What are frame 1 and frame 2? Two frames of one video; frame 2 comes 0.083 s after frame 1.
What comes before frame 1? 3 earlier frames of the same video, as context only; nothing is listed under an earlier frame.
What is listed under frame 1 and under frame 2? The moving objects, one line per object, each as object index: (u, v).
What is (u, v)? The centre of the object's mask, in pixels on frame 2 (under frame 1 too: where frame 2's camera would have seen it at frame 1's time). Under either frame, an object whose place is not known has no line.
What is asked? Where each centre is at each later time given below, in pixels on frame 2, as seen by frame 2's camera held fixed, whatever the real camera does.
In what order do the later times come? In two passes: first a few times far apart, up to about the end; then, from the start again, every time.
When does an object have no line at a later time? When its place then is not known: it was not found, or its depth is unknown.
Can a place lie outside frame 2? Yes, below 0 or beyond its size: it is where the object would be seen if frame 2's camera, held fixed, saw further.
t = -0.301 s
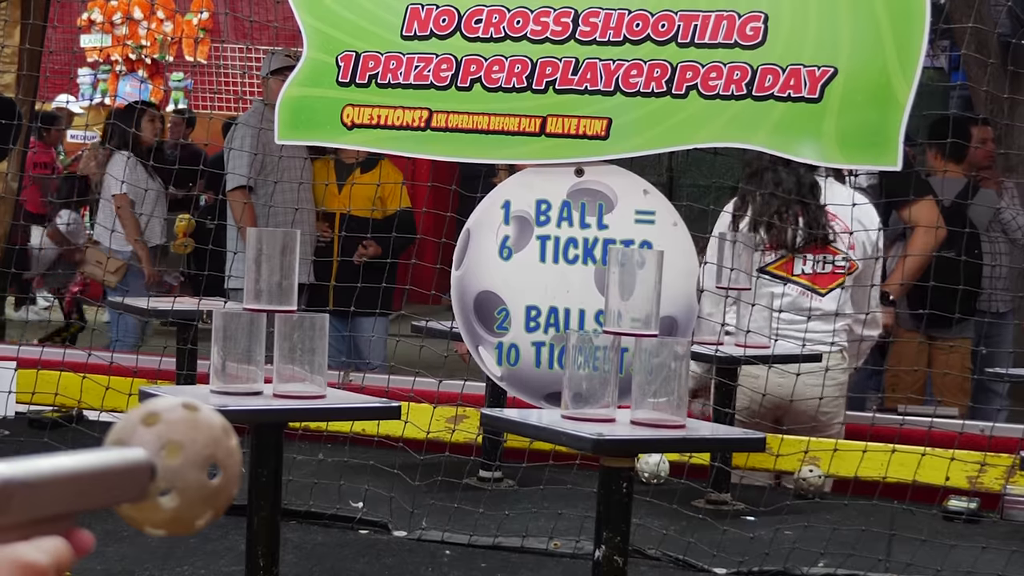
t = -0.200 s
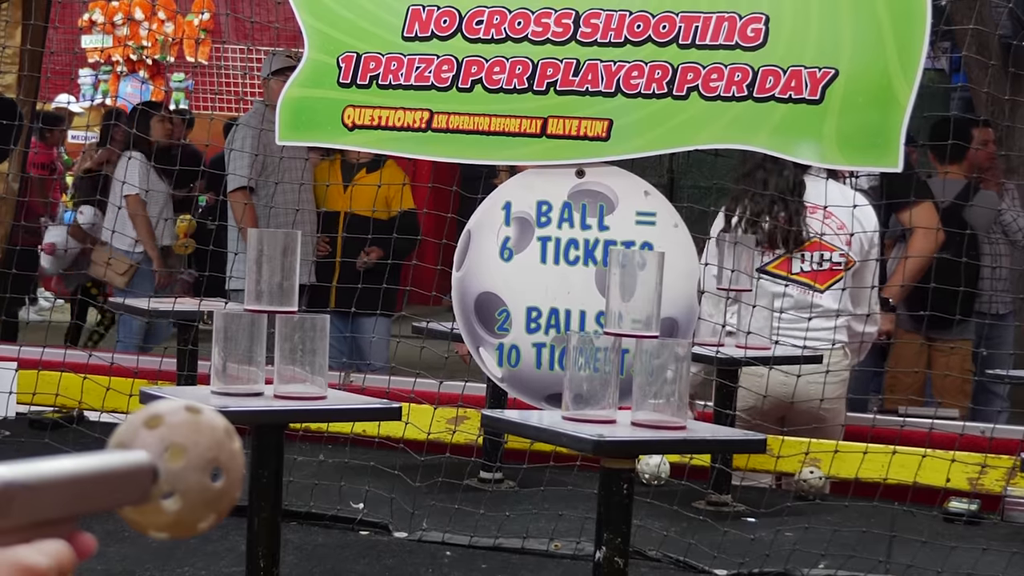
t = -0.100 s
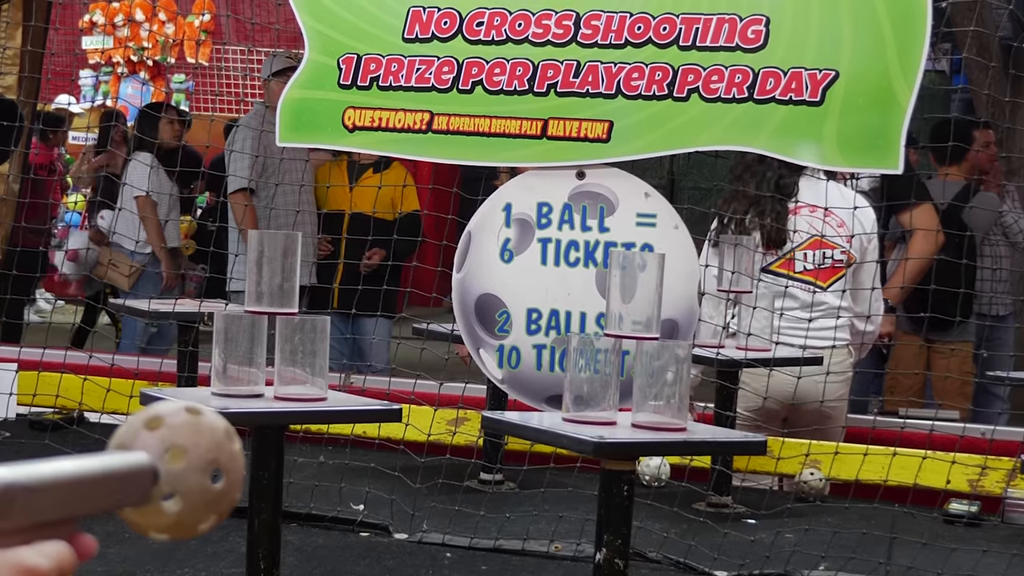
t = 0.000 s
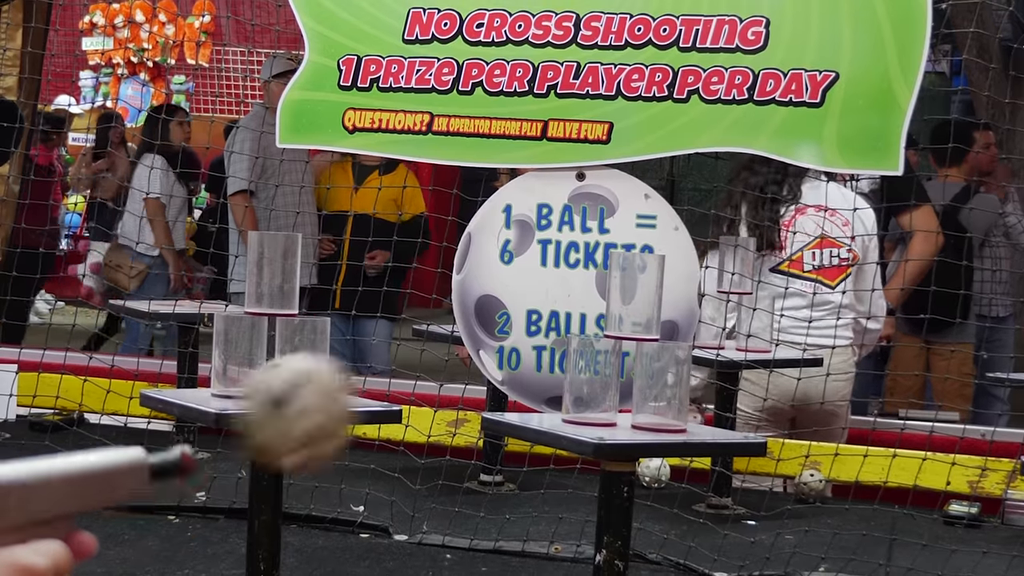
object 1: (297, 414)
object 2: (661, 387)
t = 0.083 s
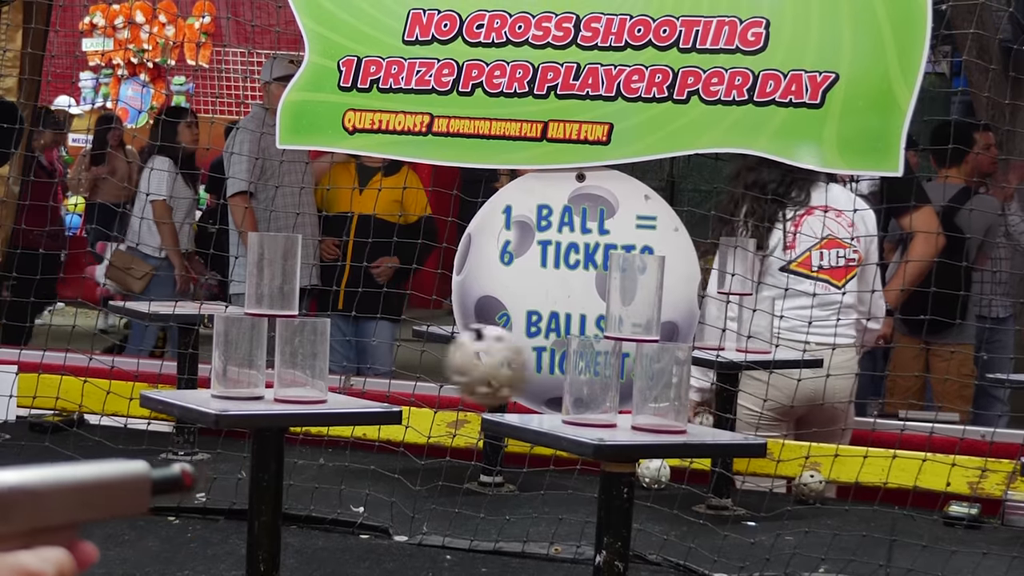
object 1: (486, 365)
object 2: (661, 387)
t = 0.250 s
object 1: (620, 388)
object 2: (671, 385)
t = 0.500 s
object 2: (701, 377)
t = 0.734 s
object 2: (674, 381)
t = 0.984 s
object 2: (673, 383)
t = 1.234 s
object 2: (674, 382)
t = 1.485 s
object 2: (673, 382)
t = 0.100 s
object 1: (511, 366)
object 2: (661, 387)
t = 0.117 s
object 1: (532, 371)
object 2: (661, 387)
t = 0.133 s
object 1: (552, 378)
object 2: (661, 387)
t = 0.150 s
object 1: (568, 385)
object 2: (661, 387)
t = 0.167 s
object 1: (584, 394)
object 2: (661, 387)
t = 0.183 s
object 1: (598, 405)
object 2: (661, 387)
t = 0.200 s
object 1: (611, 394)
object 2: (663, 387)
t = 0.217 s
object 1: (620, 384)
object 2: (665, 387)
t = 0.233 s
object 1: (622, 385)
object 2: (669, 385)
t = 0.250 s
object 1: (620, 388)
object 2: (671, 385)
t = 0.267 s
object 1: (617, 393)
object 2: (673, 386)
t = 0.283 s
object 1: (617, 401)
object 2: (675, 385)
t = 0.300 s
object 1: (619, 413)
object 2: (677, 385)
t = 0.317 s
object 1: (624, 431)
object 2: (679, 384)
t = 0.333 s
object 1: (626, 451)
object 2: (680, 385)
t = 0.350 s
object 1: (627, 470)
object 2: (681, 385)
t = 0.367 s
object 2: (683, 385)
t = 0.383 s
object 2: (687, 382)
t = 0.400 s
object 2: (690, 380)
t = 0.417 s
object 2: (693, 380)
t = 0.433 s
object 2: (696, 378)
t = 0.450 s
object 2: (698, 377)
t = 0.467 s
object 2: (699, 378)
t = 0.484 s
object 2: (700, 377)
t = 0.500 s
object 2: (701, 377)
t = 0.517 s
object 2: (701, 376)
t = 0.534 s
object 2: (700, 377)
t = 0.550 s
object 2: (700, 377)
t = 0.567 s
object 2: (698, 376)
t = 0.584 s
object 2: (697, 377)
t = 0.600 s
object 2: (695, 377)
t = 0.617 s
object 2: (692, 378)
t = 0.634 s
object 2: (689, 378)
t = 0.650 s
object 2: (685, 381)
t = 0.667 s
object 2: (682, 383)
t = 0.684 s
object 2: (679, 382)
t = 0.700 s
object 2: (677, 381)
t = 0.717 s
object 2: (675, 381)
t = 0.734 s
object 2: (674, 381)
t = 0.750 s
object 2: (673, 381)
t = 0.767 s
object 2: (673, 382)
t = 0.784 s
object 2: (672, 383)
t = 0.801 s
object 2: (673, 382)
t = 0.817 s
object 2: (673, 382)
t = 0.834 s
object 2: (674, 383)
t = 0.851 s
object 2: (674, 383)
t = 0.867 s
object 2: (674, 383)
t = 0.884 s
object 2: (673, 383)
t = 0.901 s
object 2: (673, 383)
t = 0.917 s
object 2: (673, 383)
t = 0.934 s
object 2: (673, 383)
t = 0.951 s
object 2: (673, 383)
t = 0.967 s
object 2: (673, 383)
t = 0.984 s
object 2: (673, 383)
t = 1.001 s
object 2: (673, 383)
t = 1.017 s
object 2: (673, 383)
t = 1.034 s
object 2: (673, 383)
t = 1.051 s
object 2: (673, 383)
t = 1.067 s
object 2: (673, 383)
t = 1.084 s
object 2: (673, 383)
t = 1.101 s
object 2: (673, 383)
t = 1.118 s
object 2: (673, 383)
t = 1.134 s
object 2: (673, 383)
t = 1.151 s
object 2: (673, 383)
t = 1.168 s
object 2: (674, 383)
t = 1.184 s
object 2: (673, 382)
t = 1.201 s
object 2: (674, 382)
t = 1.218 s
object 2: (674, 382)
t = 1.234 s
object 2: (674, 382)
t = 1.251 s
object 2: (674, 382)
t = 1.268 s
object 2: (674, 382)
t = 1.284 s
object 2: (674, 382)
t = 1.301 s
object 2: (674, 382)
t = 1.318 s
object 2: (674, 382)
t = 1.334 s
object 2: (674, 382)
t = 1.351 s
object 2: (674, 382)
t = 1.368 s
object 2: (674, 382)
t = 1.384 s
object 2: (674, 382)
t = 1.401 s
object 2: (673, 382)
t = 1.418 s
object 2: (673, 382)
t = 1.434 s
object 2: (673, 382)
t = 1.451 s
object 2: (673, 382)
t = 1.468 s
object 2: (673, 382)
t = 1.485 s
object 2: (673, 382)
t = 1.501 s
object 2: (673, 382)
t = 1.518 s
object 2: (673, 382)
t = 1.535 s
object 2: (673, 382)
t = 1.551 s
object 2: (673, 382)
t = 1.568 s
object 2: (673, 382)
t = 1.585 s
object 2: (673, 381)
